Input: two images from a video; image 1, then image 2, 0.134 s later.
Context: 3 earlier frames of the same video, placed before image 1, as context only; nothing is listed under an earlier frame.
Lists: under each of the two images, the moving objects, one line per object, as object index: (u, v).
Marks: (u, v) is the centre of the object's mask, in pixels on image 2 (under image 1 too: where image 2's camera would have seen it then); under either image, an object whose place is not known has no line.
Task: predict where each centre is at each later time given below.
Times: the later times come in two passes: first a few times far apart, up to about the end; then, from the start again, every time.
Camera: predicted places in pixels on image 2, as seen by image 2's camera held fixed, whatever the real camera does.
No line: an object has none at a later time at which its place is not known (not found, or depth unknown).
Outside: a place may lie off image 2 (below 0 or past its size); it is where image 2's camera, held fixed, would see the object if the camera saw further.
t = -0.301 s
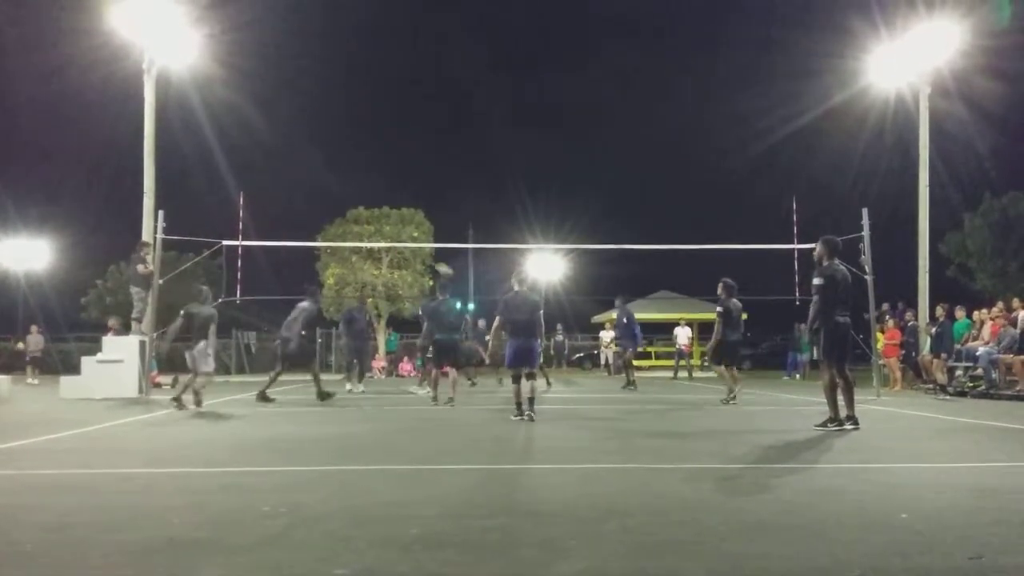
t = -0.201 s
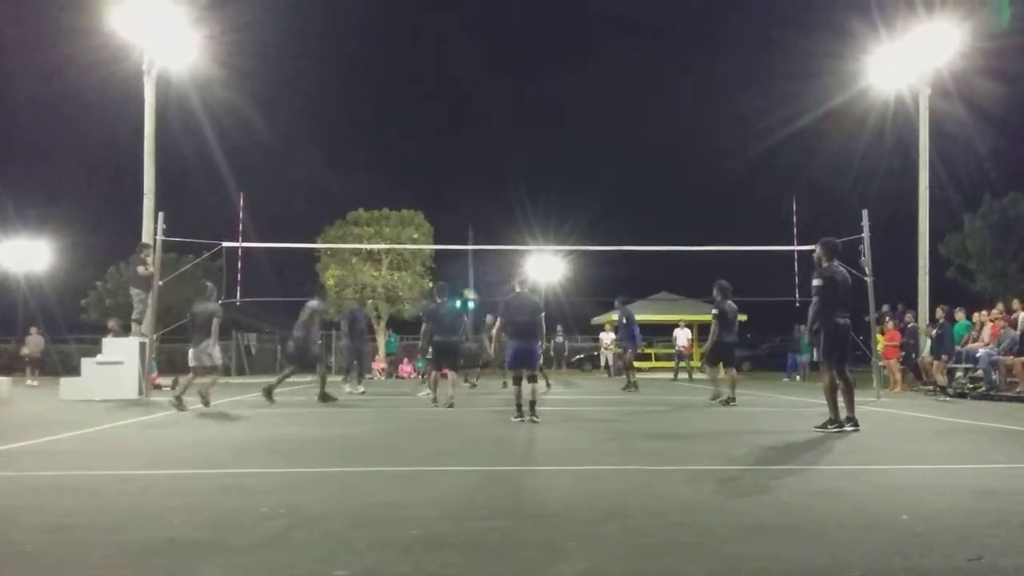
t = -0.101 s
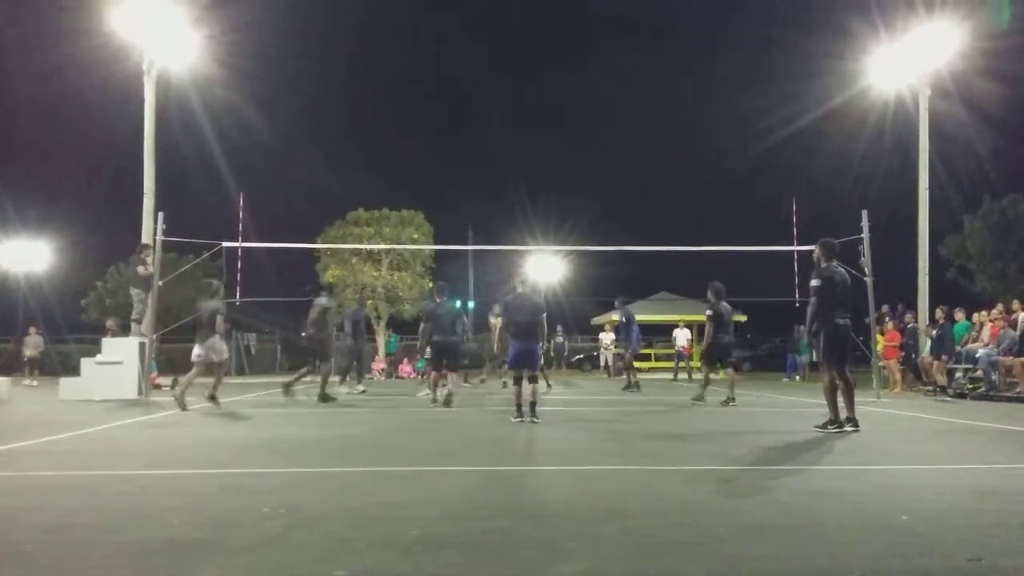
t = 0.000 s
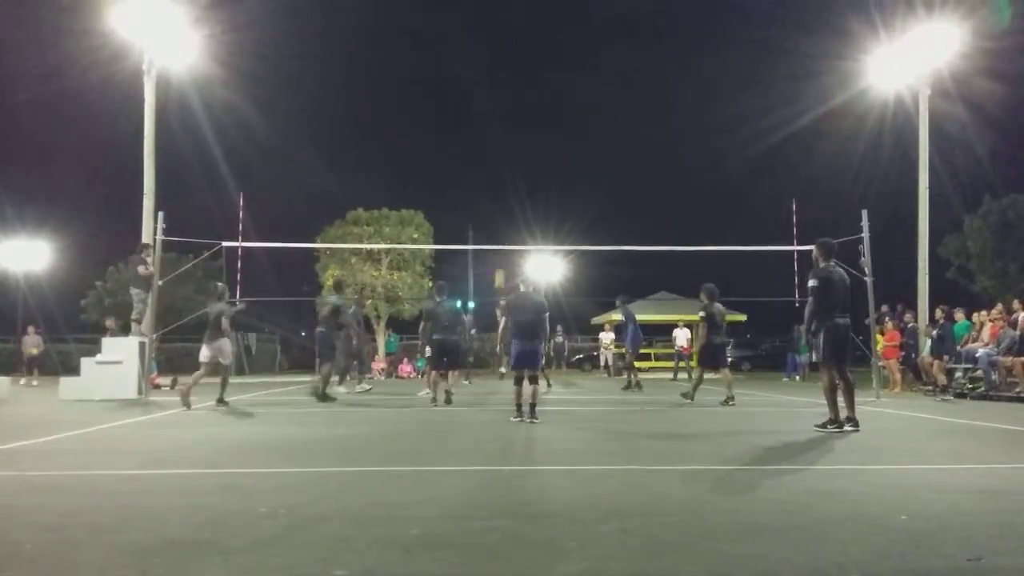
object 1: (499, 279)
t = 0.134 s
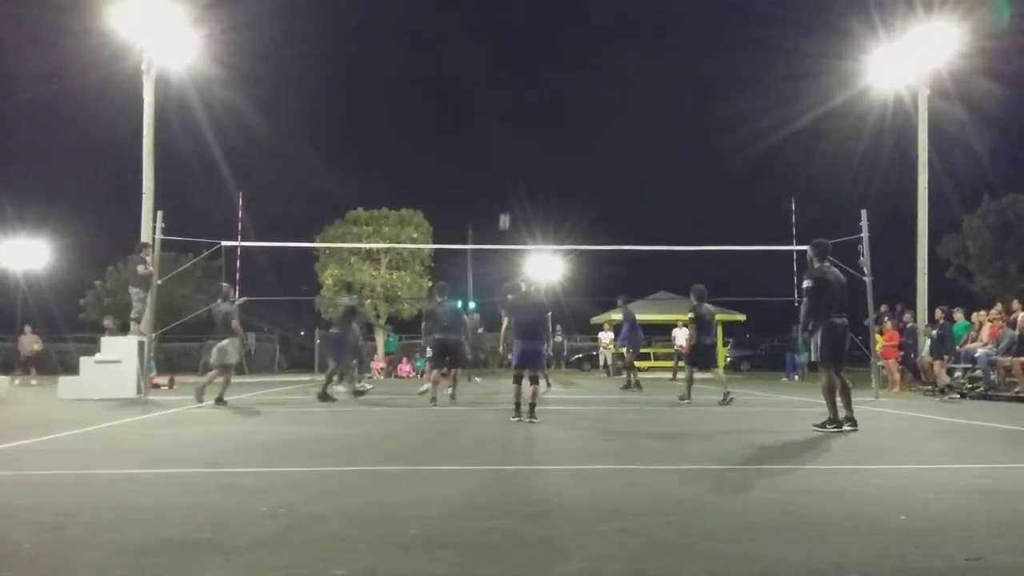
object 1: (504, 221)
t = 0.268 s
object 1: (510, 175)
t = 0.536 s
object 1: (520, 105)
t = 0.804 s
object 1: (529, 70)
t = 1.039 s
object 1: (539, 65)
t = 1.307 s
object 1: (549, 92)
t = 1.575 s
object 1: (560, 149)
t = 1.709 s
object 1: (565, 190)
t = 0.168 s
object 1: (505, 209)
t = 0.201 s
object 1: (506, 197)
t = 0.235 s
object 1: (508, 185)
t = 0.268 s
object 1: (510, 175)
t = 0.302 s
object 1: (511, 163)
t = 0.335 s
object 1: (512, 153)
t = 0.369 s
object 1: (514, 144)
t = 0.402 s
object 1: (515, 135)
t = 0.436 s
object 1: (516, 127)
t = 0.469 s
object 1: (517, 120)
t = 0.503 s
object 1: (519, 112)
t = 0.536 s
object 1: (520, 105)
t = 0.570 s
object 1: (521, 99)
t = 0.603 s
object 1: (522, 93)
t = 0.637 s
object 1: (523, 88)
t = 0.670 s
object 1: (524, 83)
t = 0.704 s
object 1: (525, 79)
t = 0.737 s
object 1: (527, 76)
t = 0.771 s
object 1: (528, 73)
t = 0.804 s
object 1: (529, 70)
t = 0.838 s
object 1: (530, 67)
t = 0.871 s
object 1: (532, 66)
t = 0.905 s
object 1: (533, 64)
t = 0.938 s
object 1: (534, 64)
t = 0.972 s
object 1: (536, 64)
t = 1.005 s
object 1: (537, 65)
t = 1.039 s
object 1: (539, 65)
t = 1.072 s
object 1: (540, 67)
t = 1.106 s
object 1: (541, 68)
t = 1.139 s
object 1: (543, 70)
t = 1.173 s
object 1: (544, 73)
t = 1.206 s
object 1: (545, 76)
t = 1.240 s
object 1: (546, 81)
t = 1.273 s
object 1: (548, 86)
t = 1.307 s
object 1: (549, 92)
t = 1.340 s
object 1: (550, 97)
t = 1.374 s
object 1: (552, 102)
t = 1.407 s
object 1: (554, 109)
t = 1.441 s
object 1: (555, 116)
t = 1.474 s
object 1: (556, 123)
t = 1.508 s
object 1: (557, 131)
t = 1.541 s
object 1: (559, 140)
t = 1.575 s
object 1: (560, 149)
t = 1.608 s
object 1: (562, 159)
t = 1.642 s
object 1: (563, 169)
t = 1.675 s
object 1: (564, 179)
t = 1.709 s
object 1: (565, 190)
